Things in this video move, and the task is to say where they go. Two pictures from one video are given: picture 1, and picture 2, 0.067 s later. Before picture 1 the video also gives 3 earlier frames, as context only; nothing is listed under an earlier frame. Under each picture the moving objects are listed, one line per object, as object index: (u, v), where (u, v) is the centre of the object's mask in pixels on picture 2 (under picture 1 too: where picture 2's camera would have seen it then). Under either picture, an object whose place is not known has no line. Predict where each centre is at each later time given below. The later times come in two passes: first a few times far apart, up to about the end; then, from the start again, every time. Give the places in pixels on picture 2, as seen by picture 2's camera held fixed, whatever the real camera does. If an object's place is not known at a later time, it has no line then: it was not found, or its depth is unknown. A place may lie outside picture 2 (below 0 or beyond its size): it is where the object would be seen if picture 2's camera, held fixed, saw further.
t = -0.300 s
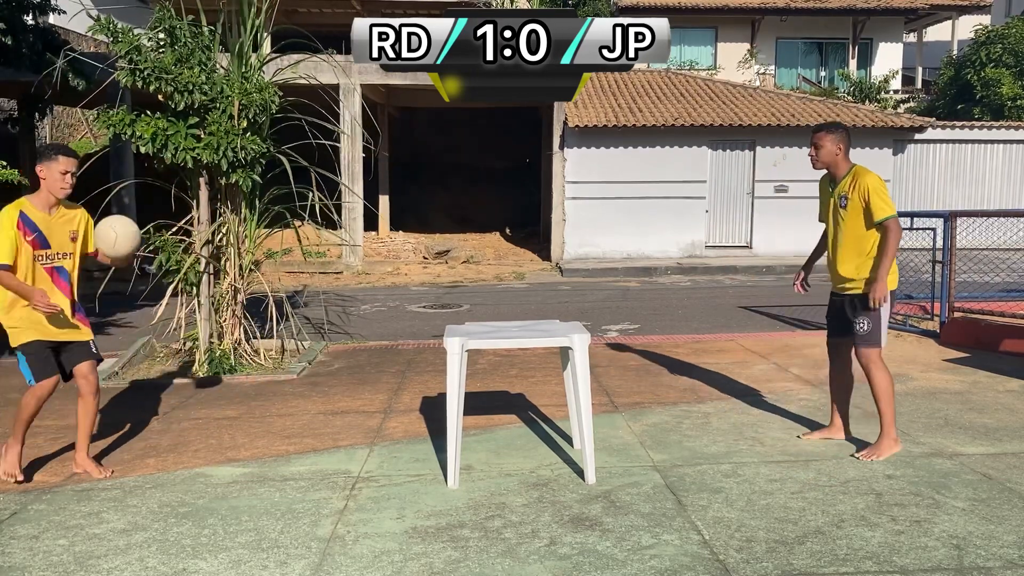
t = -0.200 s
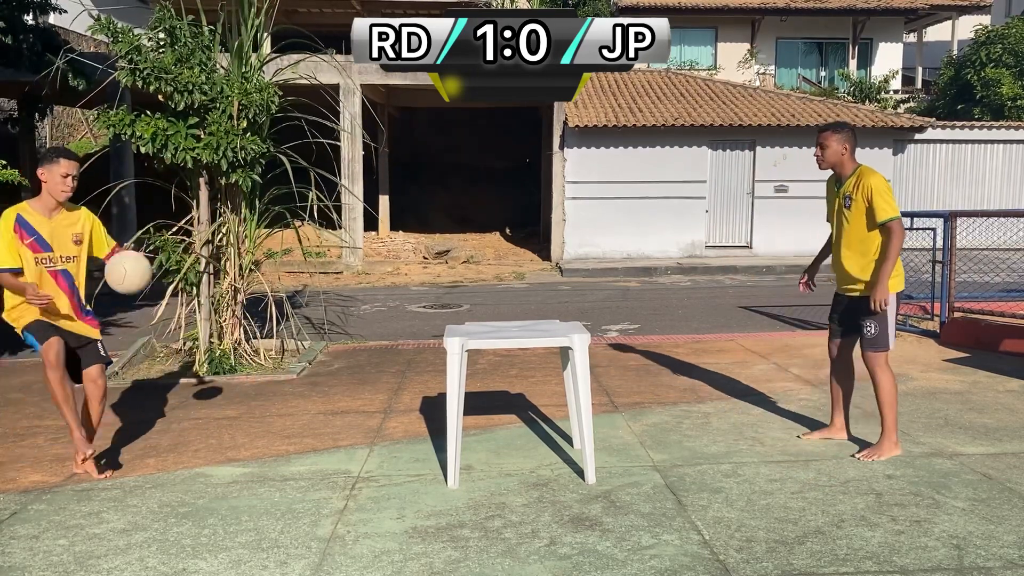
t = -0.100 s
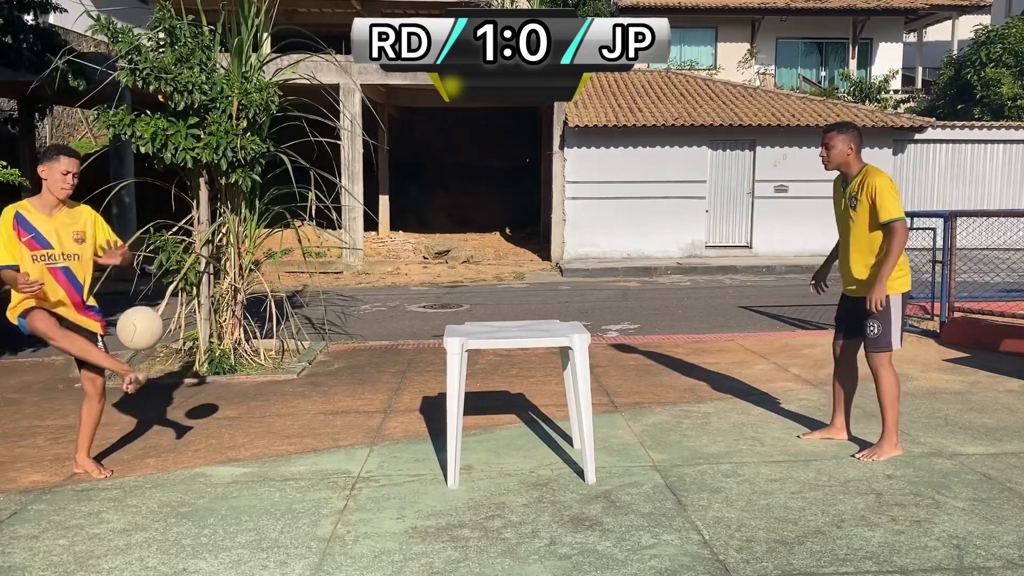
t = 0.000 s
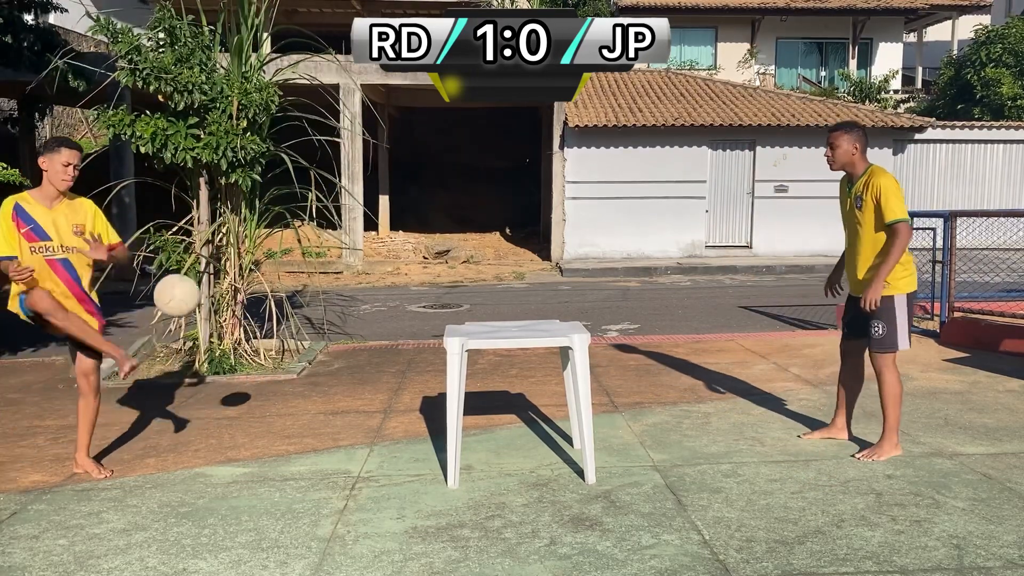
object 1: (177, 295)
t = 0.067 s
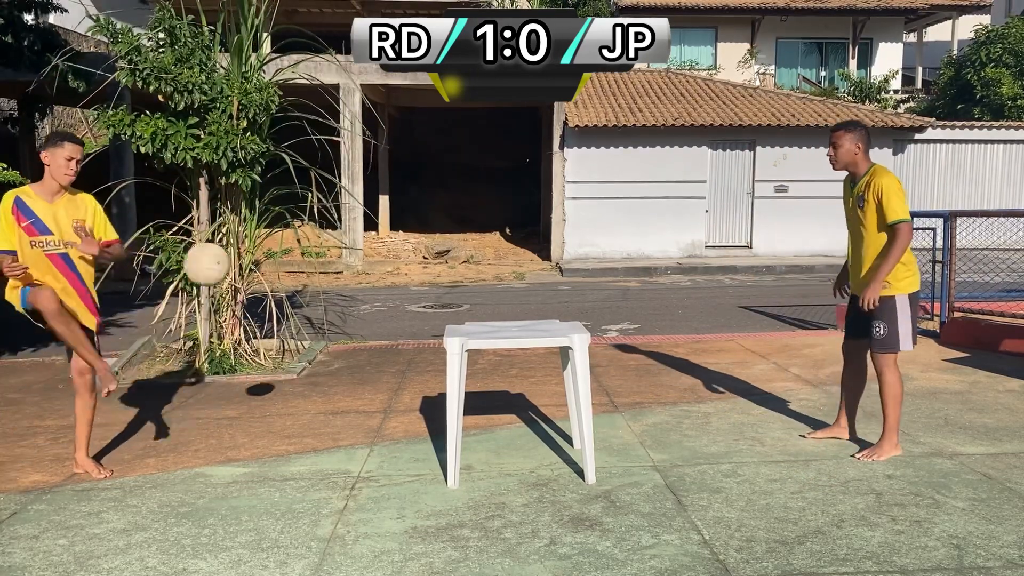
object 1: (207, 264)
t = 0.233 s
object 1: (283, 226)
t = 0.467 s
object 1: (386, 264)
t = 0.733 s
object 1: (410, 266)
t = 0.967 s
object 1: (369, 262)
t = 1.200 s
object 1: (328, 362)
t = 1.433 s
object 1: (295, 405)
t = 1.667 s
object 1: (269, 363)
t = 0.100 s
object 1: (221, 252)
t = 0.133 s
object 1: (236, 242)
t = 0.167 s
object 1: (252, 234)
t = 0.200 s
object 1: (268, 229)
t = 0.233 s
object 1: (283, 226)
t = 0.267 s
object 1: (297, 225)
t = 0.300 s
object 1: (312, 226)
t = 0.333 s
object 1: (327, 229)
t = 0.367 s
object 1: (341, 235)
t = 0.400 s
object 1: (356, 242)
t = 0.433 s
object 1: (371, 252)
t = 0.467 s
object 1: (386, 264)
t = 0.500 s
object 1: (400, 278)
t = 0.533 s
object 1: (414, 293)
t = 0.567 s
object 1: (429, 311)
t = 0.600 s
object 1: (434, 315)
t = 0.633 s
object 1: (429, 300)
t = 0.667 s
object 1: (423, 287)
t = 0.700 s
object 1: (416, 275)
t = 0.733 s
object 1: (410, 266)
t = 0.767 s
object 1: (405, 259)
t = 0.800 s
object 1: (398, 255)
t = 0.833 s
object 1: (393, 252)
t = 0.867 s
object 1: (387, 252)
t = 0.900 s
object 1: (380, 253)
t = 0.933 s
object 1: (375, 256)
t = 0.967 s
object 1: (369, 262)
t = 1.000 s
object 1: (363, 269)
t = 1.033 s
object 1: (357, 280)
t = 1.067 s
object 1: (352, 292)
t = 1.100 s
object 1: (346, 306)
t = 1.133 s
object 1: (339, 323)
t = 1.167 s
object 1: (334, 341)
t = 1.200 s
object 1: (328, 362)
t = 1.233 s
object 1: (322, 385)
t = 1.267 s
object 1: (317, 410)
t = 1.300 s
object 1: (311, 437)
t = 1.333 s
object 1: (307, 454)
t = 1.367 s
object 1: (303, 436)
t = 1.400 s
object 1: (299, 420)
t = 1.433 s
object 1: (295, 405)
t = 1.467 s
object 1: (291, 393)
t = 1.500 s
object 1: (288, 383)
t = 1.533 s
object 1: (284, 375)
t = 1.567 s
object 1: (280, 370)
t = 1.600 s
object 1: (277, 366)
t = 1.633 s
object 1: (273, 363)
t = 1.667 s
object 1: (269, 363)
